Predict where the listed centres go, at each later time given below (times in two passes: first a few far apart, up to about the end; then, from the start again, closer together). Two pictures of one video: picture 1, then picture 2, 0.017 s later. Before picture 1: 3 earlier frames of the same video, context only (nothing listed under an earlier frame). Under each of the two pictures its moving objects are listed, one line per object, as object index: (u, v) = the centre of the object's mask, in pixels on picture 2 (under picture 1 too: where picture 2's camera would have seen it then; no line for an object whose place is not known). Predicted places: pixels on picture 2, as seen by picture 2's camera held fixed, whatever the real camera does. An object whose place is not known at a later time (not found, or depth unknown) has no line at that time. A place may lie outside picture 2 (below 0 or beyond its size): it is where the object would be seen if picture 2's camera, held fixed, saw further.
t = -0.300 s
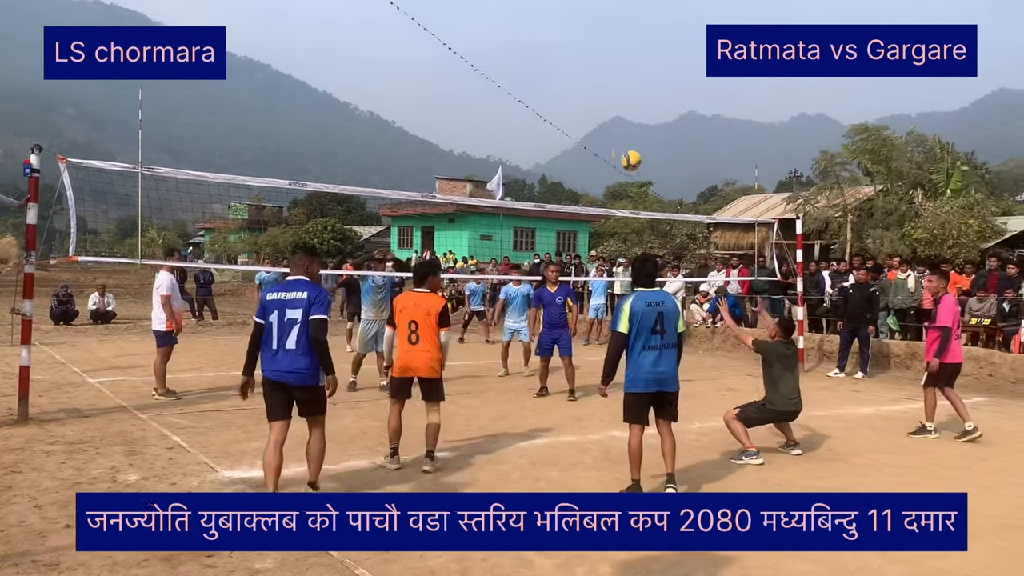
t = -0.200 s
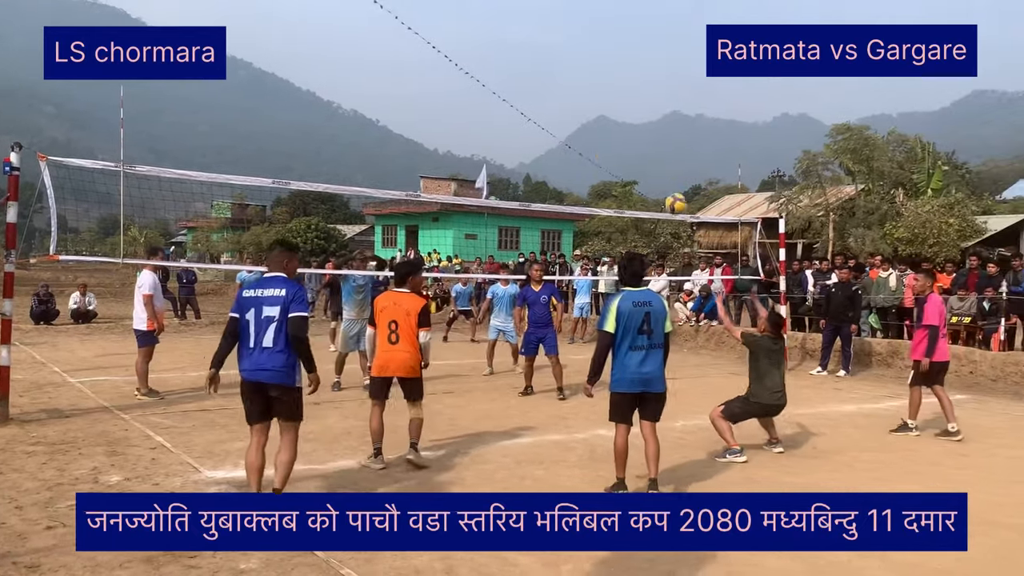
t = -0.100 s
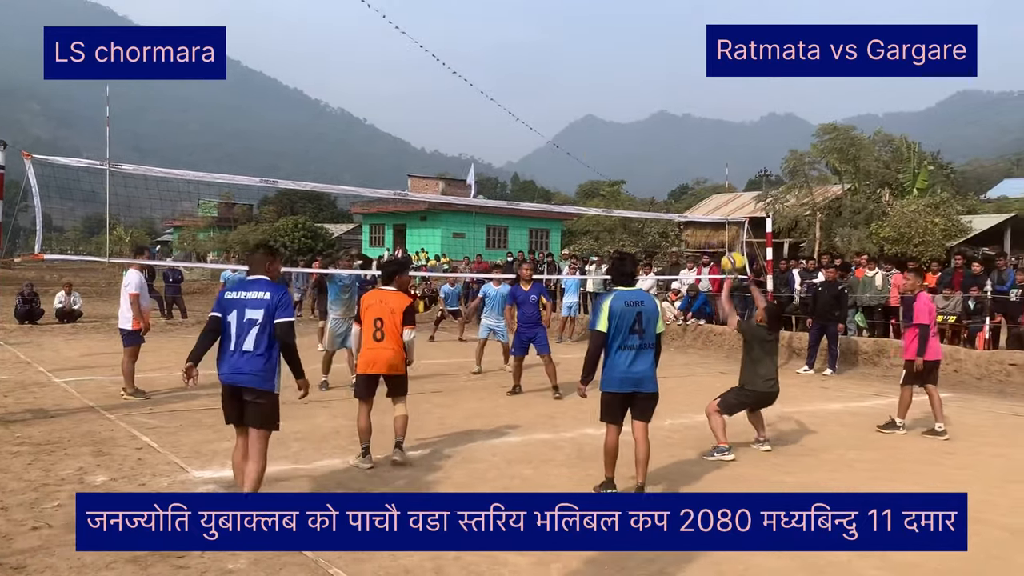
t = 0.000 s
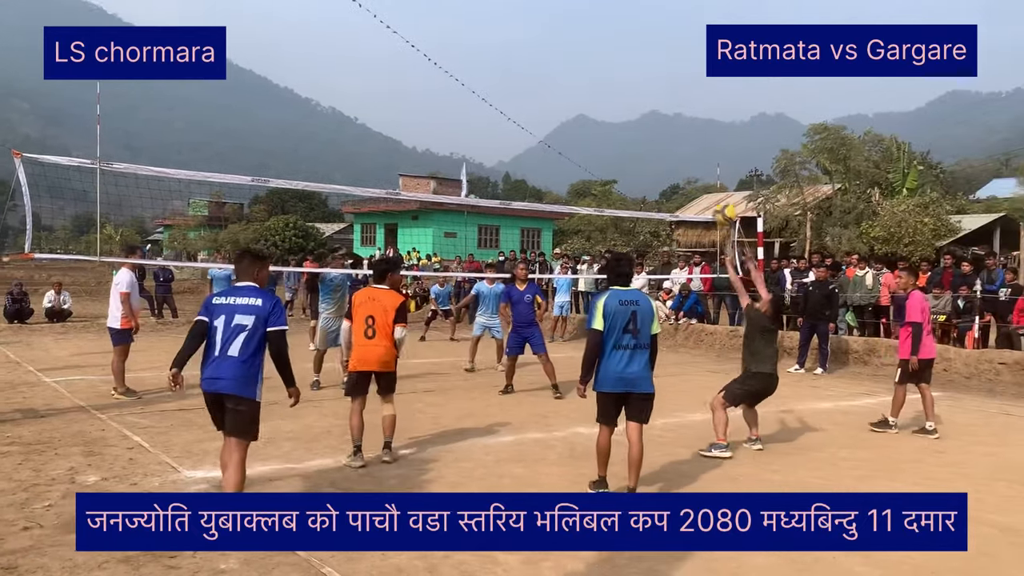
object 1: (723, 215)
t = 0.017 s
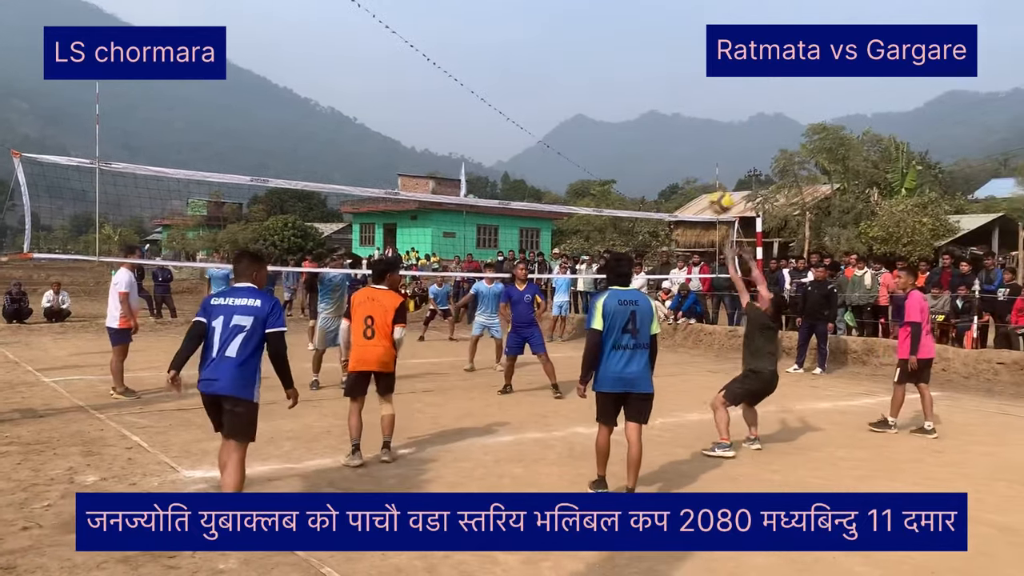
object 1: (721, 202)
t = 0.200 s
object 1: (693, 103)
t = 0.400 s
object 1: (664, 41)
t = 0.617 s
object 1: (633, 25)
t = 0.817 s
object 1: (606, 51)
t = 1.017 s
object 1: (580, 112)
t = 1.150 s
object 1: (564, 169)
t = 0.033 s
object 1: (718, 191)
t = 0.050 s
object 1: (716, 180)
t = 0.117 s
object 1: (706, 142)
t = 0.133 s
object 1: (704, 134)
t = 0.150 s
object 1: (701, 125)
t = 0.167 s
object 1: (698, 117)
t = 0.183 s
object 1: (696, 110)
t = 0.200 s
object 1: (693, 103)
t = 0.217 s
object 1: (691, 95)
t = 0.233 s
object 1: (688, 89)
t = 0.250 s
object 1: (686, 83)
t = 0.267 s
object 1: (683, 77)
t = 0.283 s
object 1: (681, 71)
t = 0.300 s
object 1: (678, 66)
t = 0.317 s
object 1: (676, 61)
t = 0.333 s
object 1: (674, 56)
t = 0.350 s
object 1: (671, 52)
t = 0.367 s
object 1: (669, 48)
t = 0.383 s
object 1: (666, 44)
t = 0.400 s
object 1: (664, 41)
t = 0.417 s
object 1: (661, 38)
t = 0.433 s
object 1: (658, 36)
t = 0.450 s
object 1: (656, 33)
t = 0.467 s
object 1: (654, 31)
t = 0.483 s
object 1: (652, 29)
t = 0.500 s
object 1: (650, 28)
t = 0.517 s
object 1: (647, 27)
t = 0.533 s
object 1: (645, 26)
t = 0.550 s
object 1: (642, 25)
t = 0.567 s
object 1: (640, 25)
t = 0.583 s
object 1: (638, 24)
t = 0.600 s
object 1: (635, 25)
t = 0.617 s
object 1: (633, 25)
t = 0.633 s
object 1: (631, 26)
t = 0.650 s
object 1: (629, 27)
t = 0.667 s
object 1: (626, 29)
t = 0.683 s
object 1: (624, 30)
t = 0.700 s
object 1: (621, 31)
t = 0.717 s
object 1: (619, 33)
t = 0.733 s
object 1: (617, 36)
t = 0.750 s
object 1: (615, 38)
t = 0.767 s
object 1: (613, 41)
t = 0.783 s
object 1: (611, 44)
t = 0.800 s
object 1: (608, 47)
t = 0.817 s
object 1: (606, 51)
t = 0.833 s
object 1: (604, 55)
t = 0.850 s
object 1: (602, 59)
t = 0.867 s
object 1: (599, 63)
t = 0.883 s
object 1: (597, 67)
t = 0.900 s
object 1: (595, 72)
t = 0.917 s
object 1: (593, 77)
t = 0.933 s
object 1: (591, 82)
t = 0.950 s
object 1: (588, 88)
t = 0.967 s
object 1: (586, 93)
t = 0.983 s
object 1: (584, 99)
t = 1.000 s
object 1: (582, 105)
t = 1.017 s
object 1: (580, 112)
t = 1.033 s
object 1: (577, 119)
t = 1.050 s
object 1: (576, 125)
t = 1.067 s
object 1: (574, 132)
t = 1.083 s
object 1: (572, 139)
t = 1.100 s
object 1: (570, 146)
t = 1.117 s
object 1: (568, 153)
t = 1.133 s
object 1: (566, 161)
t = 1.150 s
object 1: (564, 169)
